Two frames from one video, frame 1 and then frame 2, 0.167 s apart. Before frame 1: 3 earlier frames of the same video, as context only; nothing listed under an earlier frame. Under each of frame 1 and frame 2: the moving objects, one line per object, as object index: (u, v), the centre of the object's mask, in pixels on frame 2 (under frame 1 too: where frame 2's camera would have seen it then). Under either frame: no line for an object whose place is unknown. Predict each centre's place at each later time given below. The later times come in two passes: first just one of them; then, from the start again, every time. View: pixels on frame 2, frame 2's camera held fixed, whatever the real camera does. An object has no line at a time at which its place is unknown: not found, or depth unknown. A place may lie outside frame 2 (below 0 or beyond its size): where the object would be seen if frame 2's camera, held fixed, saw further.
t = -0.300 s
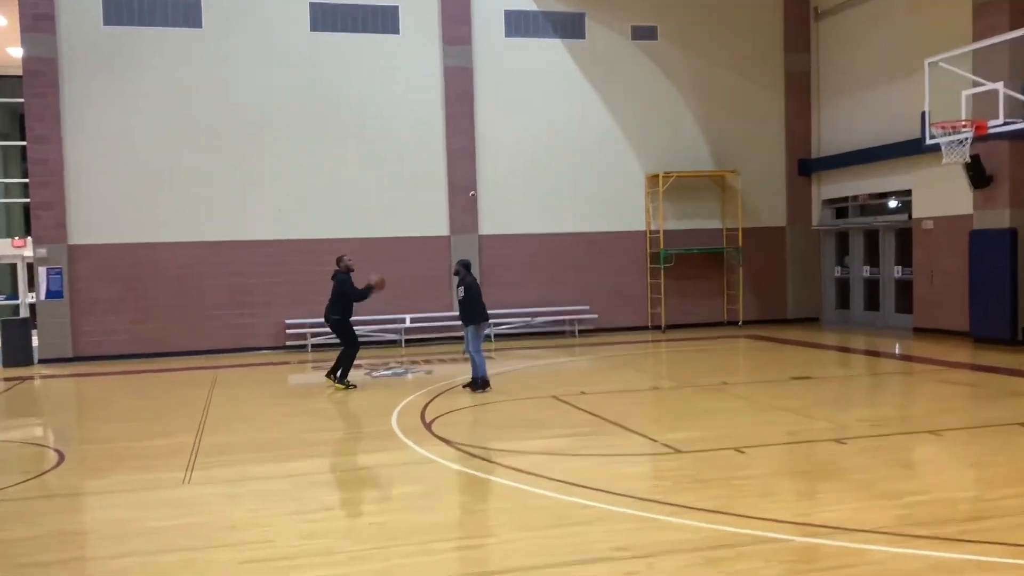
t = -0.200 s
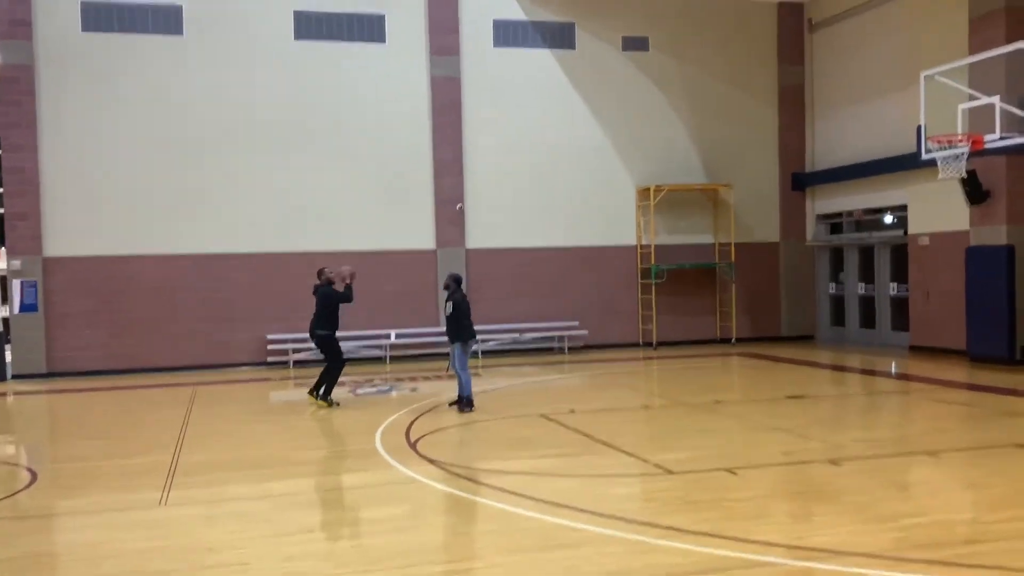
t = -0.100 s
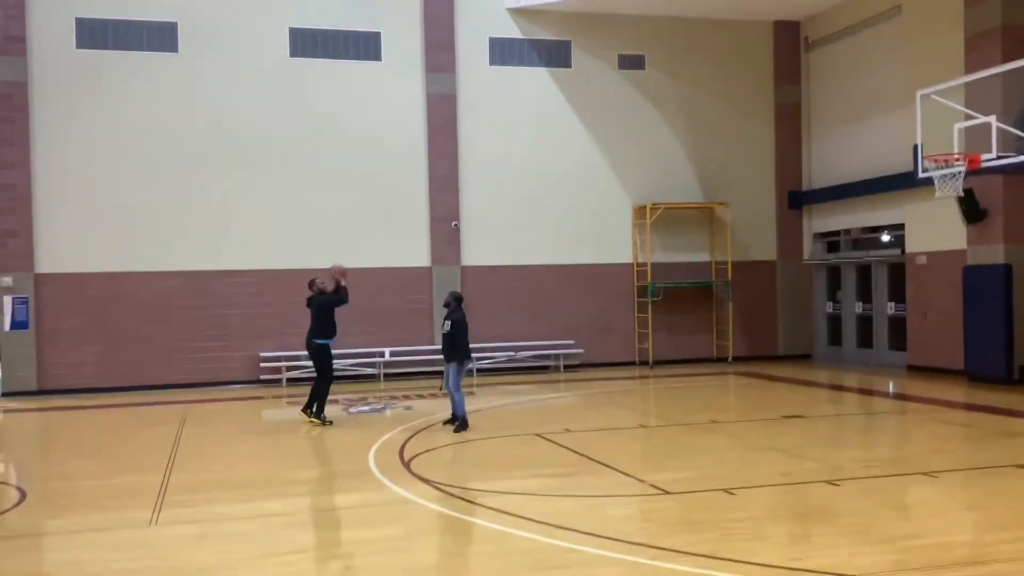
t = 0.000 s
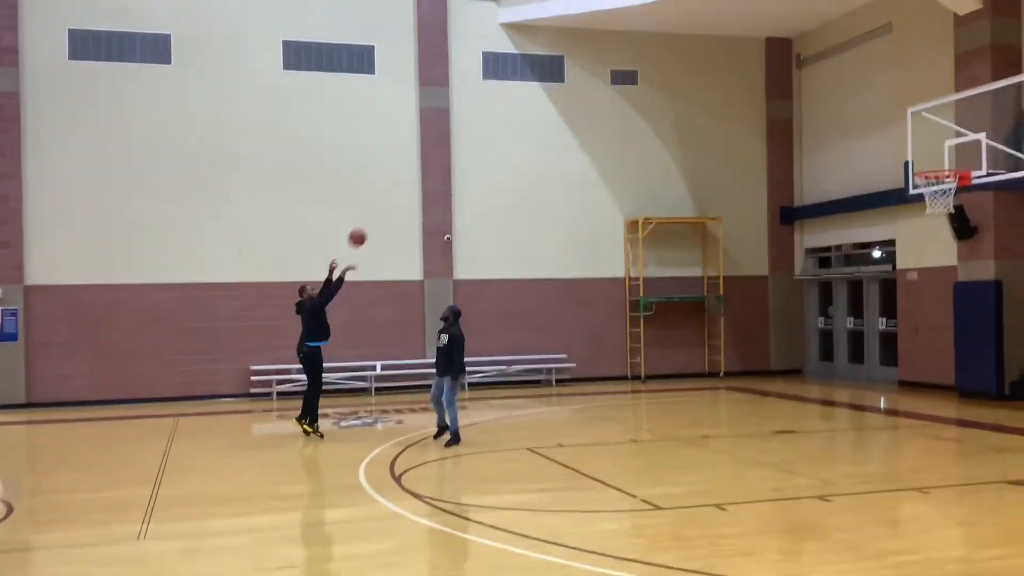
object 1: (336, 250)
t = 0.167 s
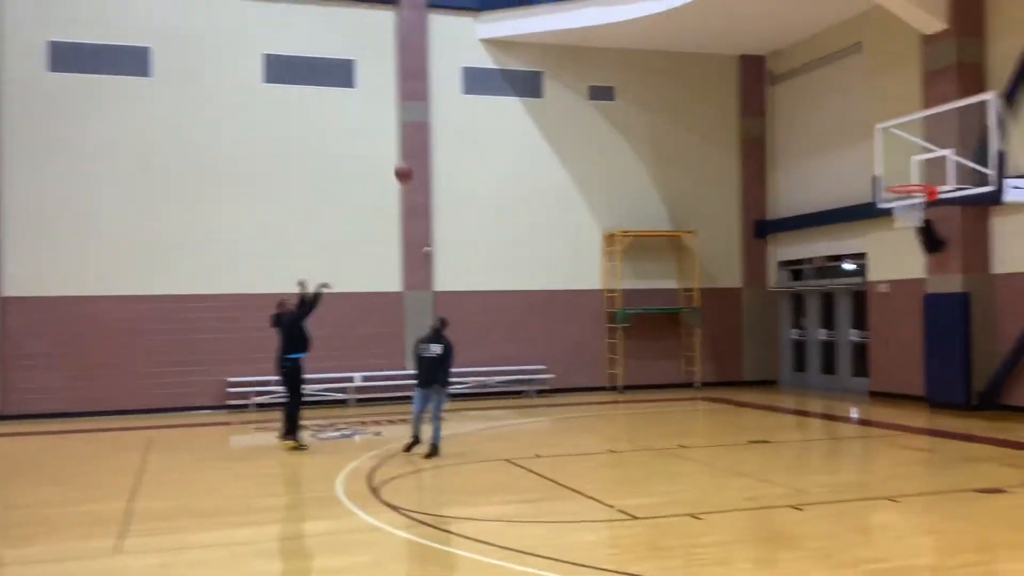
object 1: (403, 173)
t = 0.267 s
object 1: (442, 137)
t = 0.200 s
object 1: (416, 160)
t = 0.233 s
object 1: (430, 148)
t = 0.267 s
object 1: (442, 137)
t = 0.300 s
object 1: (455, 126)
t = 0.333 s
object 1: (469, 115)
